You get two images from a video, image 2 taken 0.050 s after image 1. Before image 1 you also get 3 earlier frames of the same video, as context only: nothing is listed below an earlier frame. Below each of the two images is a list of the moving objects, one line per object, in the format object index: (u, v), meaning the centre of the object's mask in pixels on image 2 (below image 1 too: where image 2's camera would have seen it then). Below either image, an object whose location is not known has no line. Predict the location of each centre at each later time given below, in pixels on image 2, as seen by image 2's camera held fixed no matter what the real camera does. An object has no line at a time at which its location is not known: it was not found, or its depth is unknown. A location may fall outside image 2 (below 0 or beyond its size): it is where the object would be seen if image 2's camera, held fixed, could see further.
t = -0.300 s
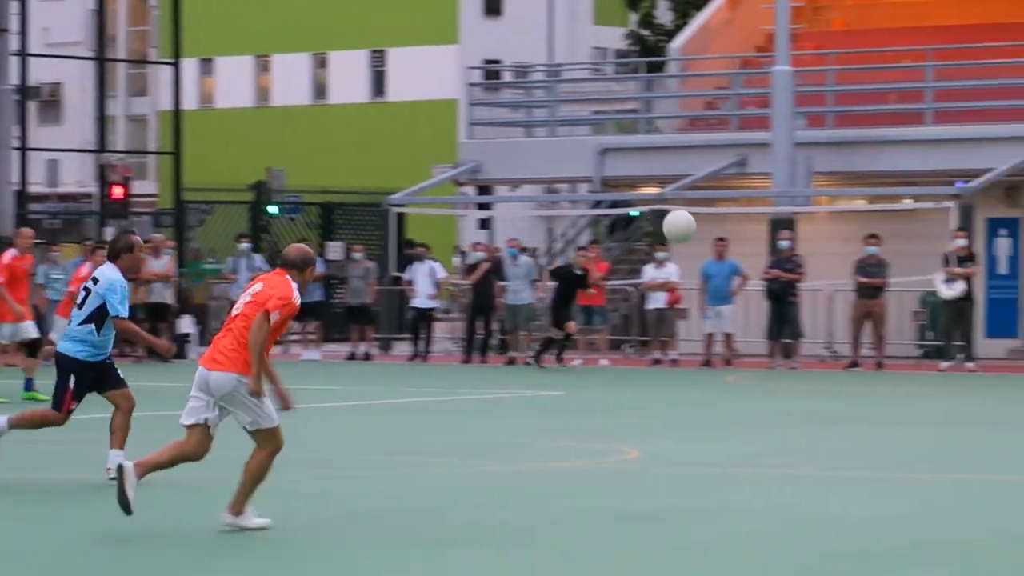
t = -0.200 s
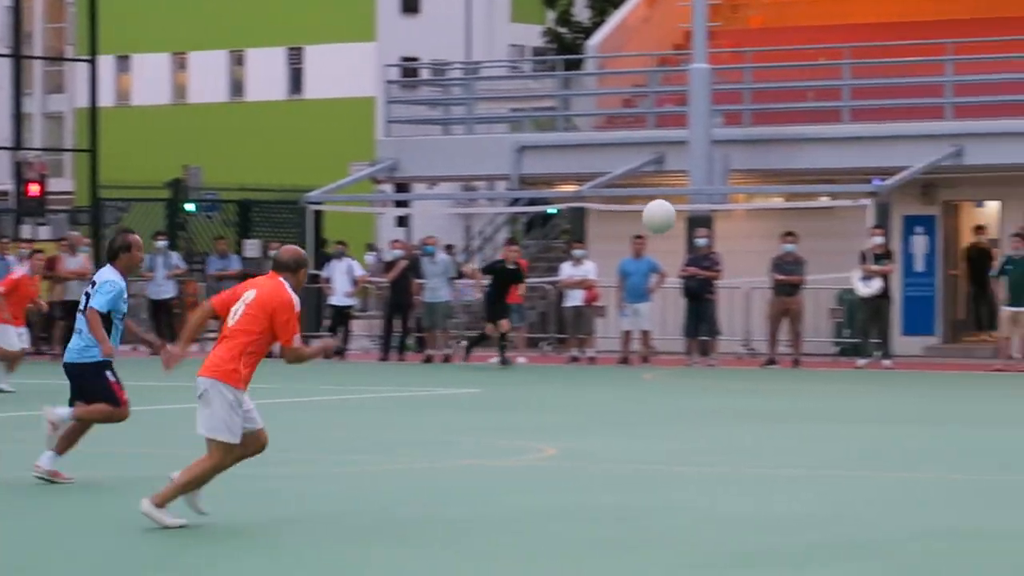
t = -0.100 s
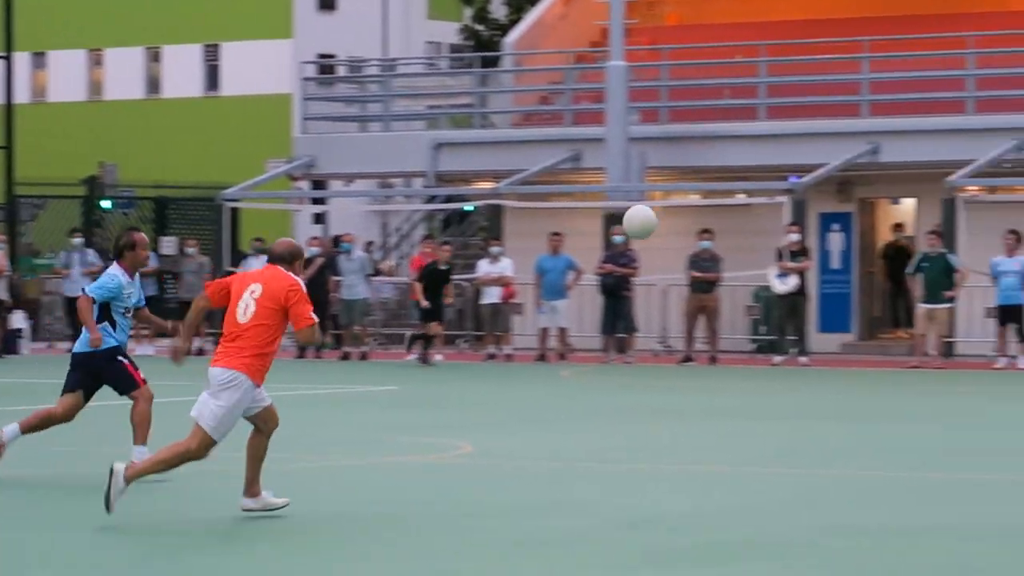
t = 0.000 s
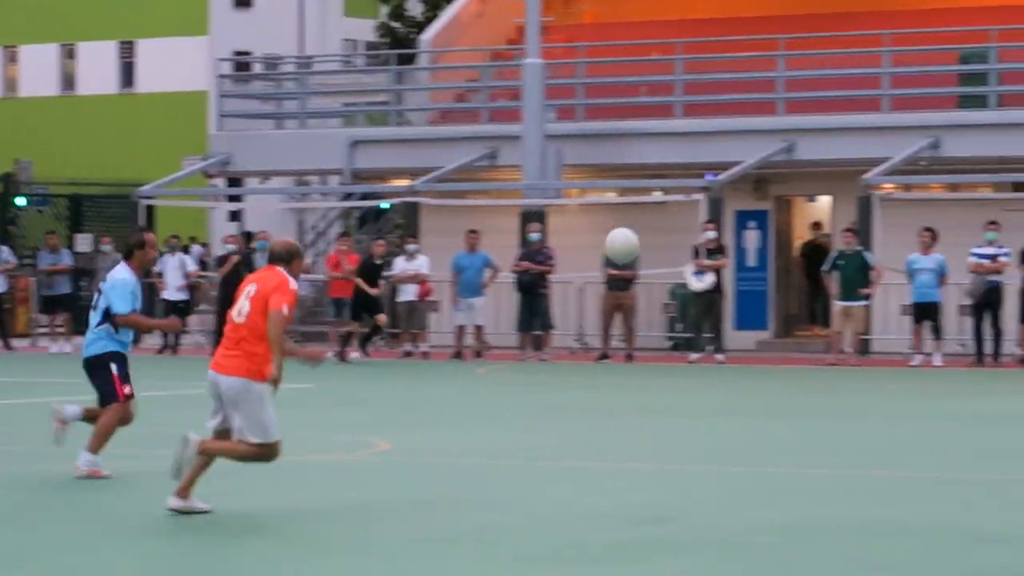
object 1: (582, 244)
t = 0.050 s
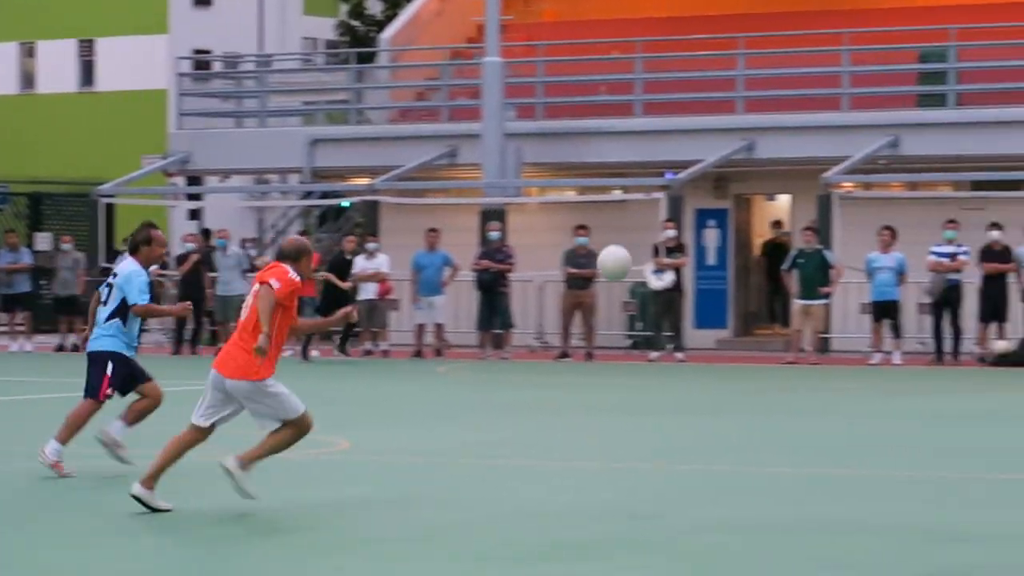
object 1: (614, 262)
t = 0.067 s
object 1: (625, 270)
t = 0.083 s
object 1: (637, 278)
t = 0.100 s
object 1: (648, 287)
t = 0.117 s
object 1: (659, 296)
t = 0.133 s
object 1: (670, 306)
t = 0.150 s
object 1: (681, 315)
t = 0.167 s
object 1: (692, 326)
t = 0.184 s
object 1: (704, 335)
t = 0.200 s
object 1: (717, 347)
